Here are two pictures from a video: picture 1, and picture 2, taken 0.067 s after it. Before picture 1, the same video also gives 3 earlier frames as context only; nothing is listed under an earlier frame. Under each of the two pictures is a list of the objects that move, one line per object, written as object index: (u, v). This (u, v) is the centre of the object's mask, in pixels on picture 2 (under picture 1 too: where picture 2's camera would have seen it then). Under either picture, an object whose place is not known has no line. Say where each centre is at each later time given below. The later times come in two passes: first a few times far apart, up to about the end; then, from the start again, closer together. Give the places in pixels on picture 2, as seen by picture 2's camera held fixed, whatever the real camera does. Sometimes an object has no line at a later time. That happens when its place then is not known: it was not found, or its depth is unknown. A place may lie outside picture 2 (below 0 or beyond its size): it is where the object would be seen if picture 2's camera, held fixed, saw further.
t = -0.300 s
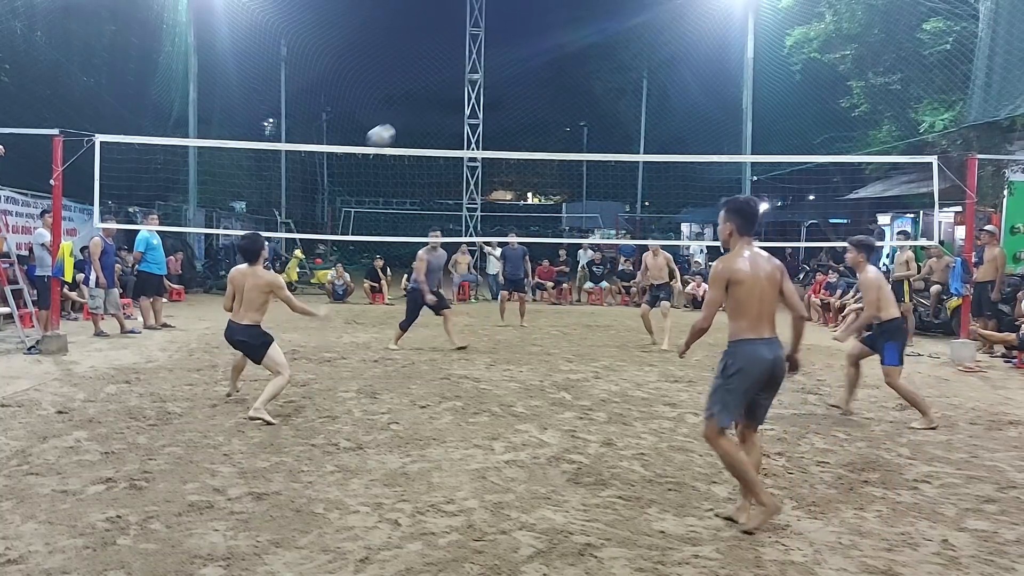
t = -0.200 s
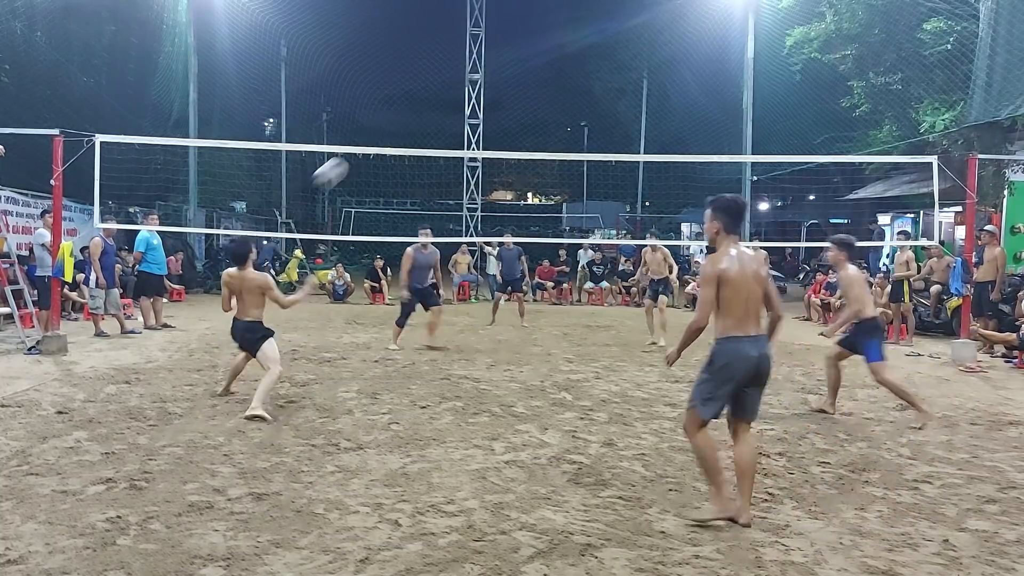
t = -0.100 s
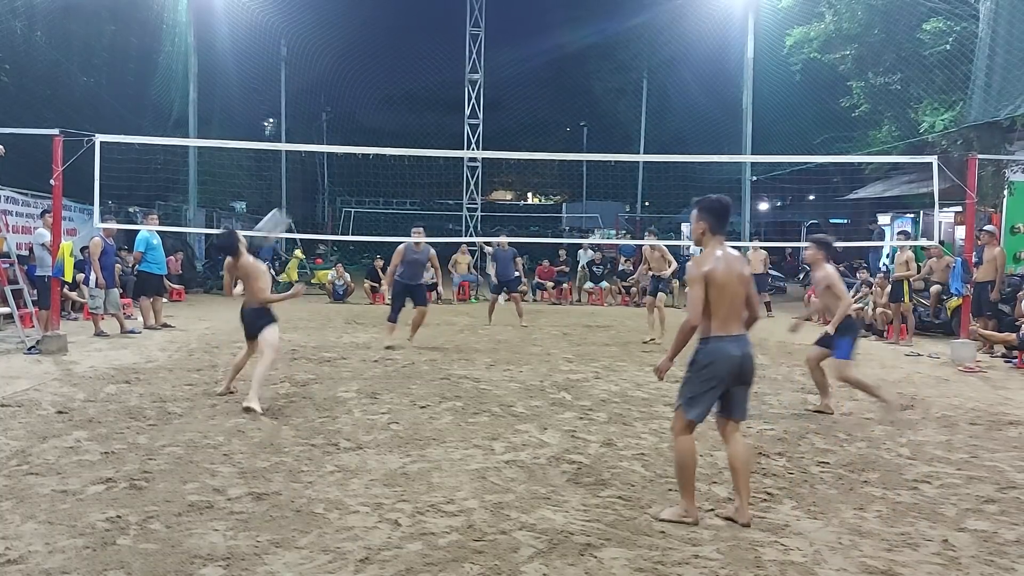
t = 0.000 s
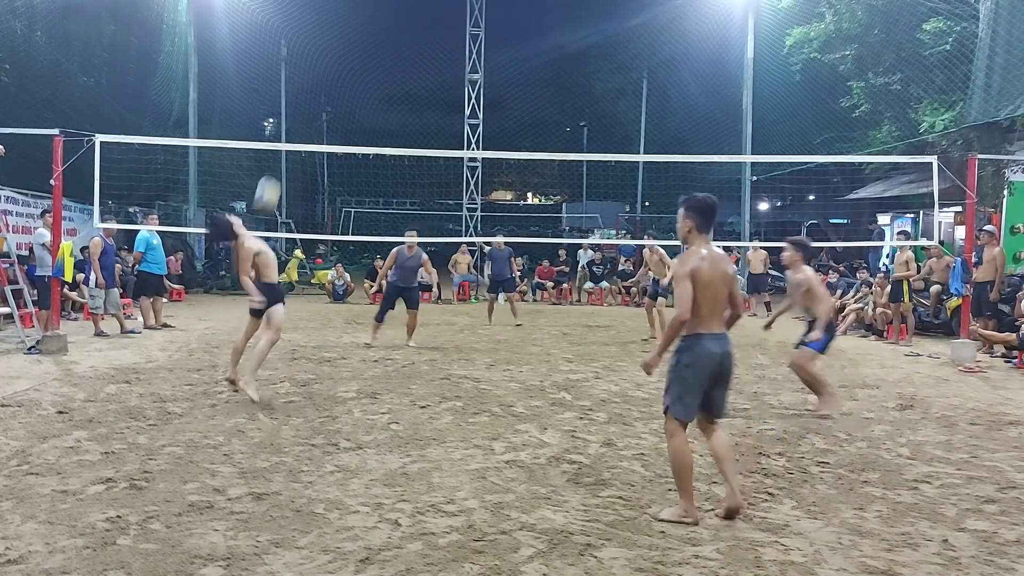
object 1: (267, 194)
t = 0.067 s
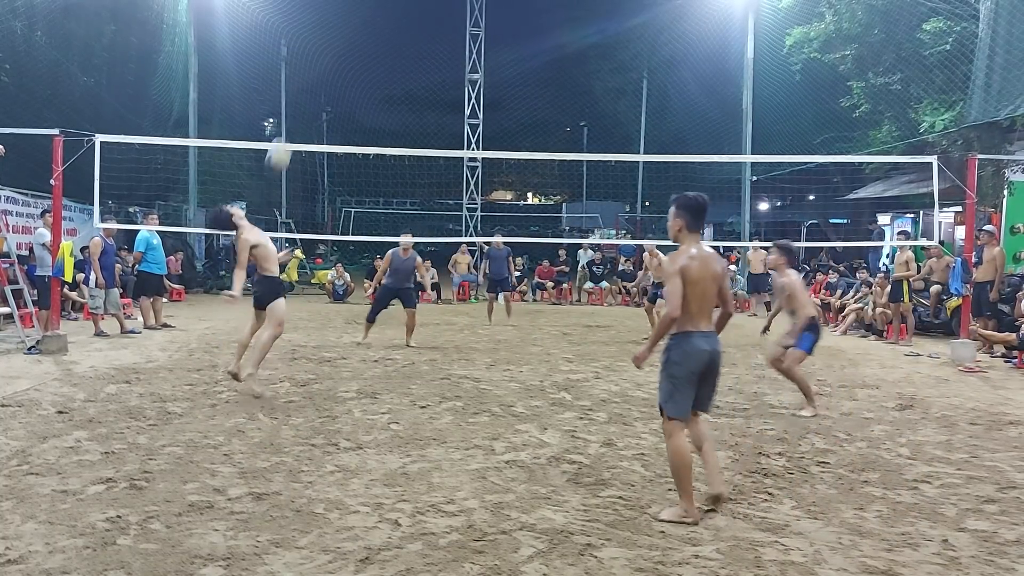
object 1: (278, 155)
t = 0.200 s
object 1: (302, 92)
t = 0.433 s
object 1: (337, 34)
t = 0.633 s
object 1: (365, 31)
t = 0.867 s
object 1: (393, 74)
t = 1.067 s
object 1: (413, 140)
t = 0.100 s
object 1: (286, 132)
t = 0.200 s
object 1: (302, 92)
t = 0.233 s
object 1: (308, 79)
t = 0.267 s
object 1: (313, 69)
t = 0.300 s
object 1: (318, 59)
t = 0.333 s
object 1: (323, 51)
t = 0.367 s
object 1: (328, 43)
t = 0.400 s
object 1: (333, 38)
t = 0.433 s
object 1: (337, 34)
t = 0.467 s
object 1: (342, 31)
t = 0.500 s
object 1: (347, 29)
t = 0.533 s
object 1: (352, 28)
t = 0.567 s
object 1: (356, 28)
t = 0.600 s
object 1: (361, 29)
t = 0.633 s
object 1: (365, 31)
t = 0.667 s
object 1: (369, 34)
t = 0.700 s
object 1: (373, 38)
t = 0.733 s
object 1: (377, 43)
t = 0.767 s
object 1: (382, 50)
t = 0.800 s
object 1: (385, 57)
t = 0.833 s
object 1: (389, 65)
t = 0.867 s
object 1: (393, 74)
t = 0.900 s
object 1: (397, 83)
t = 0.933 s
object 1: (400, 94)
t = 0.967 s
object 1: (404, 105)
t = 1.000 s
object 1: (407, 117)
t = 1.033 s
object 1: (411, 130)
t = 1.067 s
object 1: (413, 140)
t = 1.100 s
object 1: (418, 158)
